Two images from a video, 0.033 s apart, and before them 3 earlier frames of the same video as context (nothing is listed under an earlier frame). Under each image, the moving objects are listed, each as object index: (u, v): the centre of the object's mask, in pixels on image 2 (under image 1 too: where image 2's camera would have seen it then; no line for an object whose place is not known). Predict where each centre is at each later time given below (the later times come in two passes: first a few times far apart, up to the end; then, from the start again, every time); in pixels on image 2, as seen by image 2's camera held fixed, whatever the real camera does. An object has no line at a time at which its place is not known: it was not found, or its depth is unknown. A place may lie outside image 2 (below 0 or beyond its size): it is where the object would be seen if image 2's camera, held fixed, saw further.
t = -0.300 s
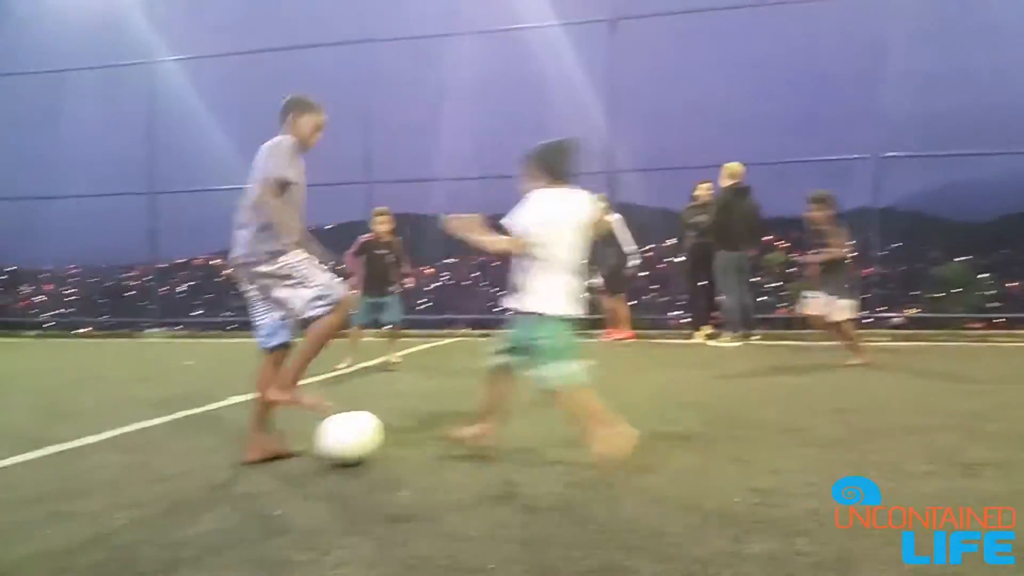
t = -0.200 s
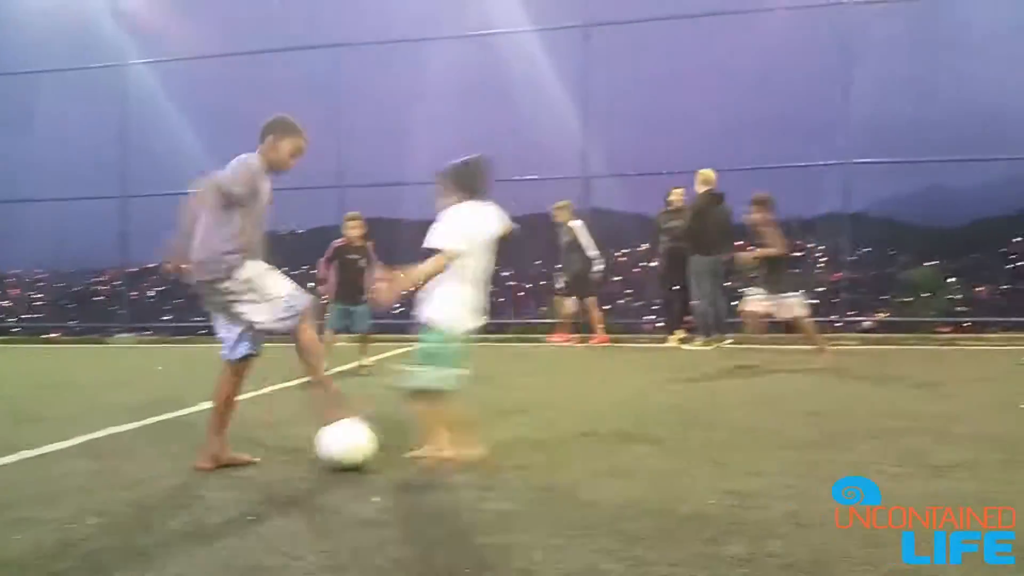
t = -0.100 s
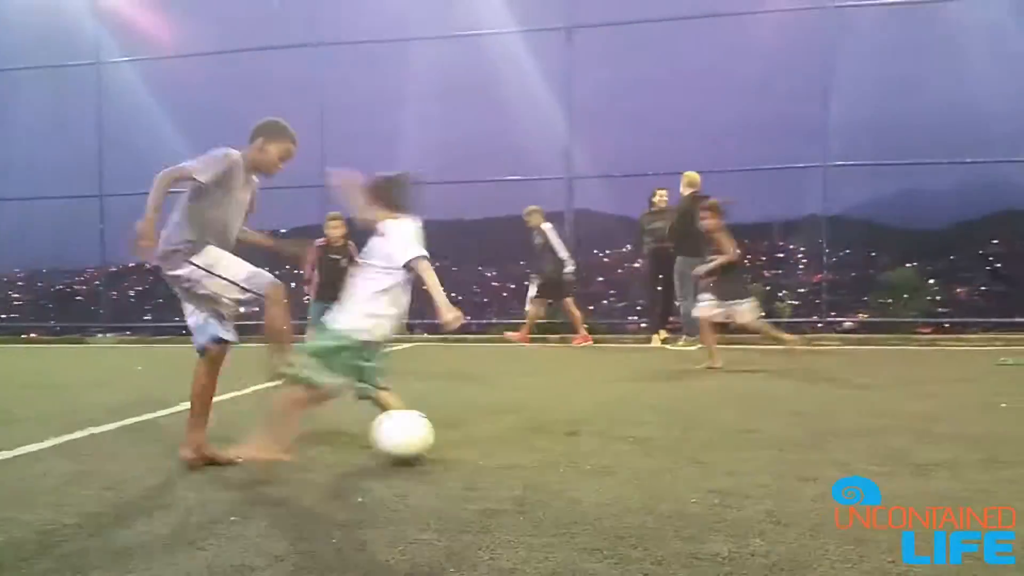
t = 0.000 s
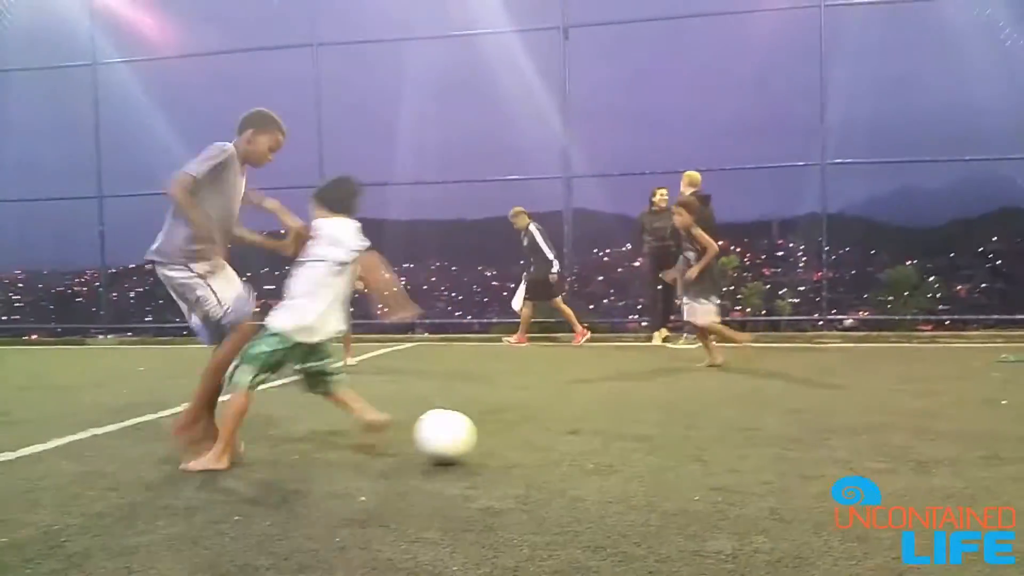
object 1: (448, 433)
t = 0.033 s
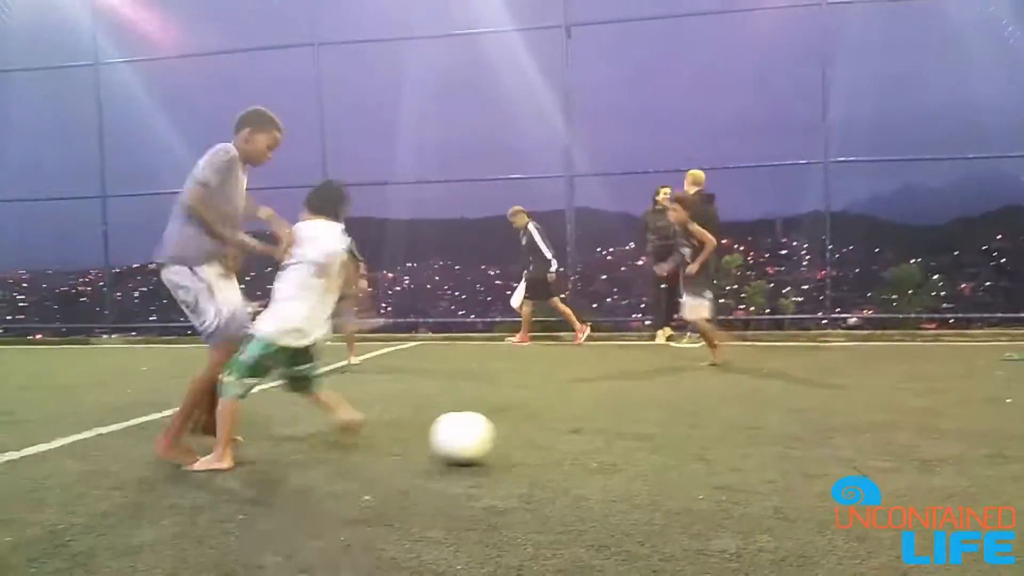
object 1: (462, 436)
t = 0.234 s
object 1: (561, 438)
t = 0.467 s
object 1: (678, 441)
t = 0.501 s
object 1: (694, 440)
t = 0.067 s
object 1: (478, 435)
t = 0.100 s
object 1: (494, 435)
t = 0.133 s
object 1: (511, 437)
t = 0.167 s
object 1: (528, 438)
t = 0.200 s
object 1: (544, 438)
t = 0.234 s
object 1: (561, 438)
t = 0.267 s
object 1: (577, 438)
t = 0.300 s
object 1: (593, 439)
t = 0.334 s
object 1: (610, 439)
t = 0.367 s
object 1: (627, 440)
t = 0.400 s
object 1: (645, 439)
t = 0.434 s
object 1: (661, 440)
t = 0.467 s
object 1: (678, 441)
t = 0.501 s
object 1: (694, 440)
